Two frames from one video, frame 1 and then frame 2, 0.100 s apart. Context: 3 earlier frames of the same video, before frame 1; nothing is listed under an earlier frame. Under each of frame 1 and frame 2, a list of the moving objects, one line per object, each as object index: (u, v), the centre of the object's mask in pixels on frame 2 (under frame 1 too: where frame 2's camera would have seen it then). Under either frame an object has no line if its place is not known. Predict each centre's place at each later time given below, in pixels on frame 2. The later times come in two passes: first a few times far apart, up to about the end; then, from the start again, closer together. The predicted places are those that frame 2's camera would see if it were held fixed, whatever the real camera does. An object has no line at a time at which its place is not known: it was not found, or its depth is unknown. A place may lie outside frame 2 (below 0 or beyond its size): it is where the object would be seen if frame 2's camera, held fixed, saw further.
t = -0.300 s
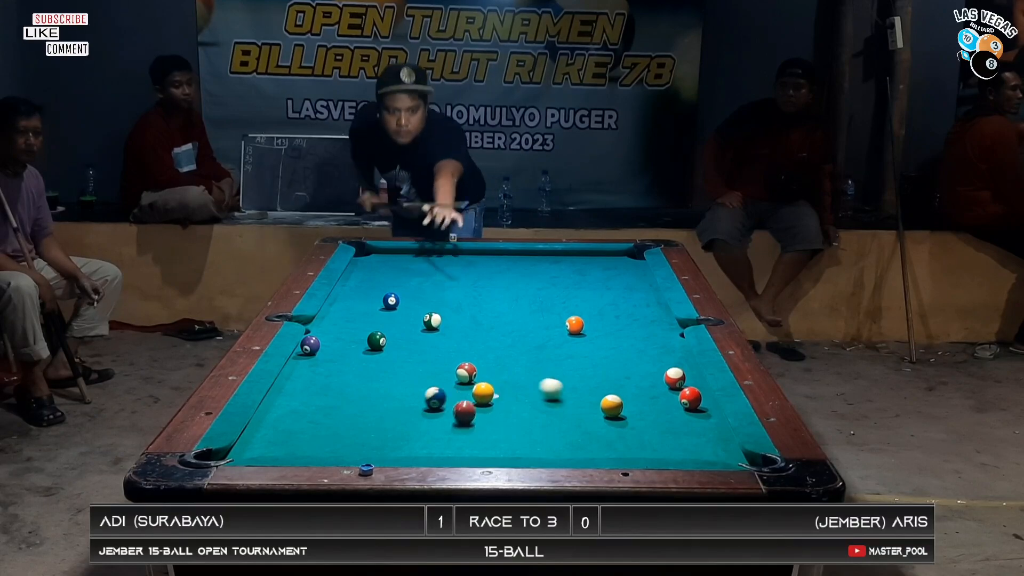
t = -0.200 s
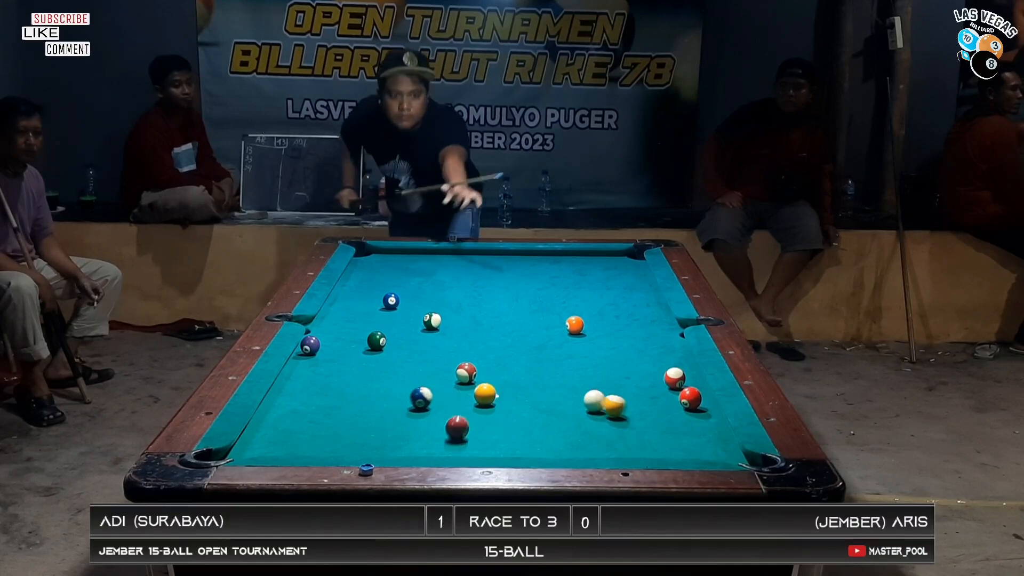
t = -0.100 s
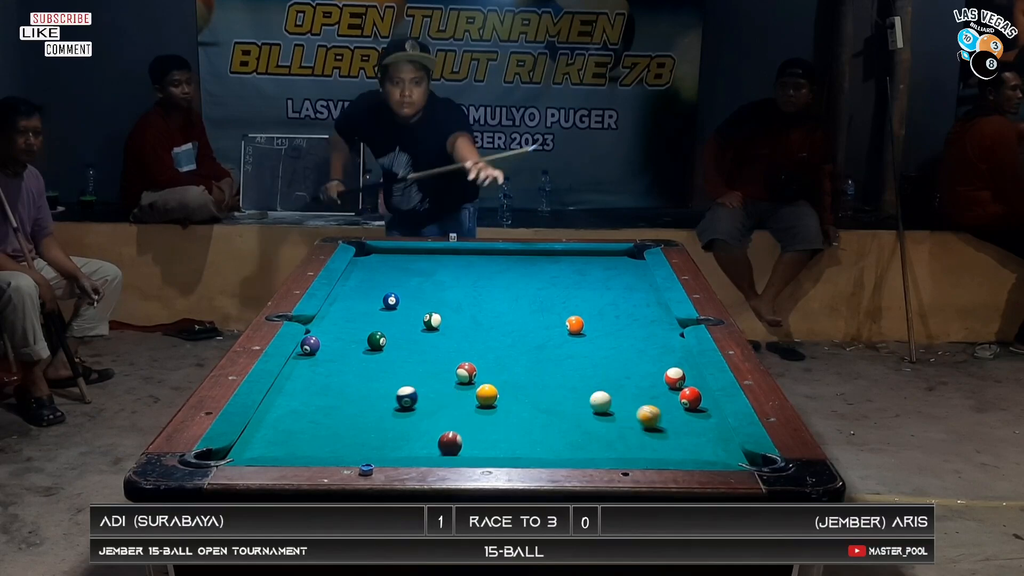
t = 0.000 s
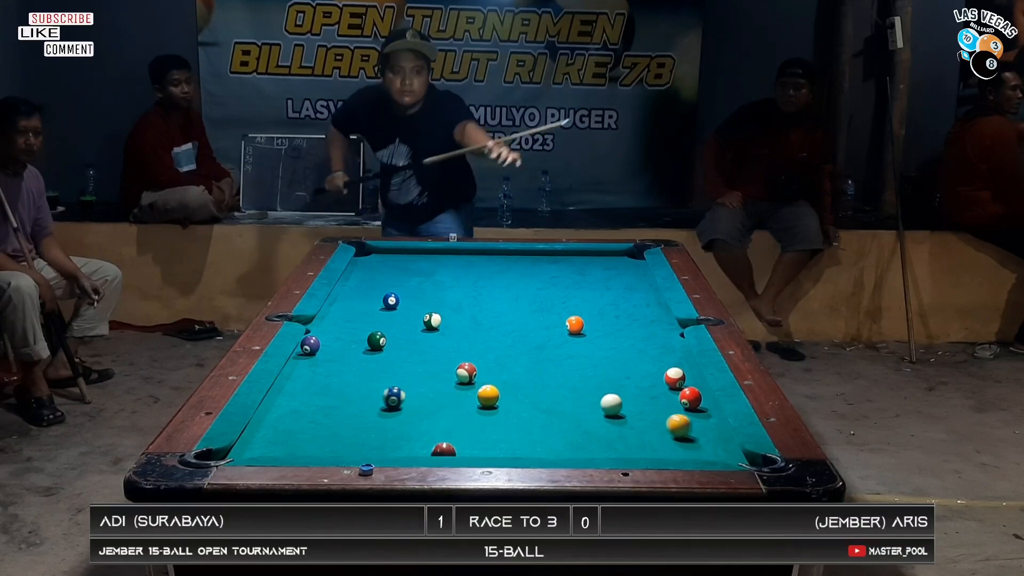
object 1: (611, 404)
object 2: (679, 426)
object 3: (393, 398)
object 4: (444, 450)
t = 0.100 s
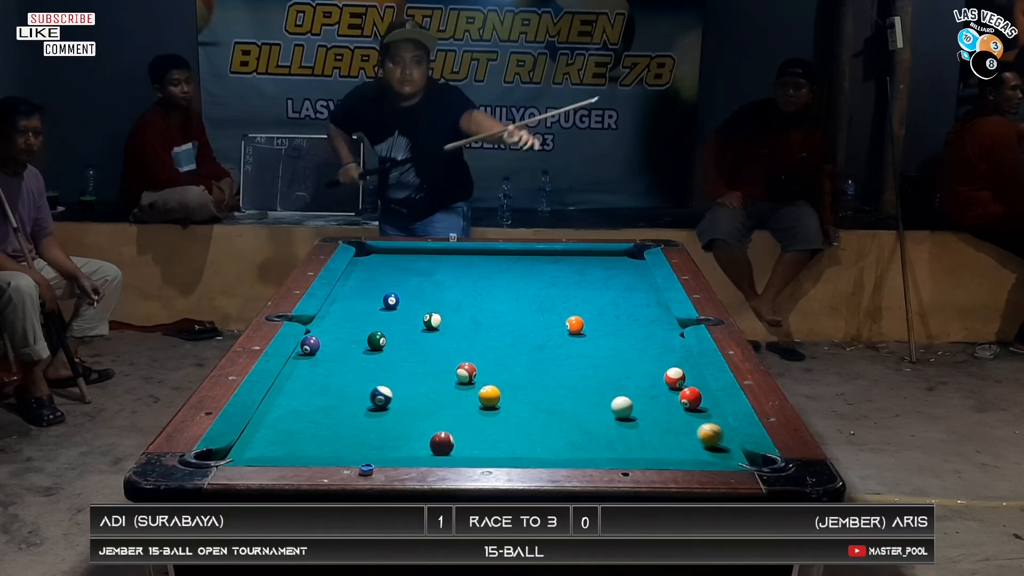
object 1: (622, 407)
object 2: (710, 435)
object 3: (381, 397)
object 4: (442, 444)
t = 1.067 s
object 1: (707, 427)
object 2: (578, 439)
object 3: (287, 397)
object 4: (427, 368)
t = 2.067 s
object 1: (710, 431)
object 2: (472, 420)
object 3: (290, 397)
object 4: (417, 326)
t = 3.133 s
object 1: (710, 431)
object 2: (425, 412)
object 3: (289, 397)
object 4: (387, 309)
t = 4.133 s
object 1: (710, 431)
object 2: (424, 413)
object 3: (289, 397)
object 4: (379, 305)
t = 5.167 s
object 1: (710, 431)
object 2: (425, 413)
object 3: (289, 397)
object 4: (379, 305)
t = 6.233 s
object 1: (710, 431)
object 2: (425, 413)
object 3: (289, 397)
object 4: (379, 305)
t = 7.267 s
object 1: (710, 431)
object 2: (425, 413)
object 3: (289, 397)
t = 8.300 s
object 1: (710, 431)
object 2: (425, 413)
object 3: (289, 397)
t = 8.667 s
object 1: (710, 431)
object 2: (425, 412)
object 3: (289, 397)
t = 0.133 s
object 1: (625, 408)
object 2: (720, 438)
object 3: (377, 397)
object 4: (441, 440)
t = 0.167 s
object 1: (629, 409)
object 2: (720, 441)
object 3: (372, 397)
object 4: (441, 437)
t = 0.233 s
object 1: (635, 410)
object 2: (710, 445)
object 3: (364, 397)
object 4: (439, 430)
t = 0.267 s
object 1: (639, 411)
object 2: (705, 447)
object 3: (361, 397)
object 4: (439, 427)
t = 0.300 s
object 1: (642, 412)
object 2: (700, 448)
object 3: (357, 397)
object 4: (438, 424)
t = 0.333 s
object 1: (645, 413)
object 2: (695, 449)
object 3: (354, 397)
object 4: (438, 421)
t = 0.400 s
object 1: (651, 414)
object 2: (684, 451)
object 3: (346, 397)
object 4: (436, 415)
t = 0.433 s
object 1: (654, 415)
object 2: (679, 452)
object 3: (342, 397)
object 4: (436, 412)
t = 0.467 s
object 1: (658, 416)
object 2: (674, 453)
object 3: (339, 397)
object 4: (435, 409)
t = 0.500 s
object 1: (660, 416)
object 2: (668, 453)
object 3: (335, 396)
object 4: (435, 406)
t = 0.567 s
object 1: (666, 418)
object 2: (656, 452)
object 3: (329, 397)
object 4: (434, 401)
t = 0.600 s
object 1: (669, 419)
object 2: (650, 451)
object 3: (326, 397)
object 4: (433, 398)
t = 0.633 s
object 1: (672, 419)
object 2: (645, 450)
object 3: (323, 397)
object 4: (433, 396)
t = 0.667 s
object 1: (675, 420)
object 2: (639, 449)
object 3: (319, 397)
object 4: (432, 393)
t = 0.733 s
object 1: (680, 421)
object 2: (628, 448)
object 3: (313, 396)
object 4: (431, 389)
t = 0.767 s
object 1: (683, 422)
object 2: (623, 447)
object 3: (310, 396)
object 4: (431, 386)
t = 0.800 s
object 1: (686, 423)
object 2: (617, 447)
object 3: (307, 396)
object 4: (430, 384)
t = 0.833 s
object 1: (689, 423)
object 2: (612, 446)
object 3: (305, 396)
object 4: (430, 382)
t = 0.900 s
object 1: (694, 424)
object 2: (602, 444)
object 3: (299, 396)
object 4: (429, 378)
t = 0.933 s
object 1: (697, 425)
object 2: (597, 444)
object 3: (296, 396)
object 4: (429, 375)
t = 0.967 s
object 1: (699, 425)
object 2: (592, 443)
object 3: (294, 396)
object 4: (428, 373)
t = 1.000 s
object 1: (702, 426)
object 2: (587, 441)
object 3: (292, 397)
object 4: (428, 371)
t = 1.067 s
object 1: (707, 427)
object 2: (578, 439)
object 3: (287, 397)
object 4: (427, 368)
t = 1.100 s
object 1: (709, 427)
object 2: (573, 438)
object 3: (285, 397)
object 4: (426, 366)
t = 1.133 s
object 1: (711, 428)
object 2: (569, 438)
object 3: (283, 397)
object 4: (426, 364)
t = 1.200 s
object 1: (716, 428)
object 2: (560, 436)
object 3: (279, 397)
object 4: (425, 360)
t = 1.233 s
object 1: (718, 429)
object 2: (556, 435)
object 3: (277, 397)
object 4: (425, 359)
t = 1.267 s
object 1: (718, 429)
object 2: (551, 434)
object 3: (276, 397)
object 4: (424, 357)
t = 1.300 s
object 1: (717, 429)
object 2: (547, 433)
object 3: (277, 397)
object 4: (424, 355)
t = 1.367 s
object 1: (715, 430)
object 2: (539, 432)
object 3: (279, 397)
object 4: (423, 352)
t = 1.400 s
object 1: (714, 430)
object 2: (535, 431)
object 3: (280, 397)
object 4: (423, 351)
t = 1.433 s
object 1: (714, 430)
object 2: (531, 430)
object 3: (281, 397)
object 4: (422, 349)
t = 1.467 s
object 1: (713, 430)
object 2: (528, 430)
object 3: (282, 397)
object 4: (422, 348)
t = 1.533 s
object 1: (712, 430)
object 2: (521, 428)
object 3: (284, 397)
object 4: (421, 345)
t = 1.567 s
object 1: (711, 430)
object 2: (517, 428)
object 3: (285, 397)
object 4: (421, 344)
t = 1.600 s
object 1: (711, 431)
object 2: (514, 427)
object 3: (285, 397)
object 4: (421, 342)
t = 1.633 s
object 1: (710, 431)
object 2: (510, 427)
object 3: (286, 397)
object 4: (421, 341)
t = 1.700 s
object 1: (710, 431)
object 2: (504, 425)
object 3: (287, 397)
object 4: (420, 338)
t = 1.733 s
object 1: (710, 431)
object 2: (500, 425)
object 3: (288, 397)
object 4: (420, 337)
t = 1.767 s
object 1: (710, 431)
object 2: (497, 424)
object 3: (288, 397)
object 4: (419, 336)
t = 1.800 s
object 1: (710, 431)
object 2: (495, 424)
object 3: (289, 397)
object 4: (419, 335)
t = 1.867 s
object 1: (710, 431)
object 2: (488, 422)
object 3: (290, 397)
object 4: (418, 332)
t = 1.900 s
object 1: (709, 431)
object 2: (486, 422)
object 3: (290, 397)
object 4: (418, 331)
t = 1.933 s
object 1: (709, 431)
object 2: (483, 422)
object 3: (290, 397)
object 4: (418, 330)
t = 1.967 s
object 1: (709, 431)
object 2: (480, 421)
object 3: (290, 397)
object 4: (418, 329)
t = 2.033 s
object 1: (709, 431)
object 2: (475, 420)
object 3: (290, 397)
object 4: (417, 326)
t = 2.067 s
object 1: (710, 431)
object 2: (472, 420)
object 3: (290, 397)
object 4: (417, 326)
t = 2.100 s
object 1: (710, 431)
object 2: (470, 419)
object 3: (290, 397)
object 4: (417, 325)
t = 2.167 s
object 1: (710, 431)
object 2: (465, 418)
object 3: (290, 397)
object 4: (415, 323)
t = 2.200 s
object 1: (710, 431)
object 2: (463, 418)
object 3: (290, 397)
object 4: (414, 322)
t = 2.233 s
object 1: (710, 431)
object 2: (461, 418)
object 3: (289, 397)
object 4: (412, 321)
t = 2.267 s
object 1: (710, 431)
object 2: (459, 418)
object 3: (289, 397)
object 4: (411, 321)
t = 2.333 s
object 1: (710, 431)
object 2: (455, 416)
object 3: (289, 397)
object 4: (408, 320)
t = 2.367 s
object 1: (710, 431)
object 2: (453, 416)
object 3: (289, 397)
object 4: (407, 319)
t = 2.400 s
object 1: (710, 431)
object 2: (451, 416)
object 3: (289, 397)
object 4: (406, 318)
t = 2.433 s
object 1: (710, 431)
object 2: (449, 415)
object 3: (289, 397)
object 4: (405, 317)
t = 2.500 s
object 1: (710, 431)
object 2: (446, 415)
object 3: (289, 397)
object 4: (403, 316)
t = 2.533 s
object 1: (710, 431)
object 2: (444, 414)
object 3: (289, 397)
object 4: (402, 316)
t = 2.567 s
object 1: (710, 431)
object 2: (442, 415)
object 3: (289, 397)
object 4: (401, 315)
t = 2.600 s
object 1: (710, 431)
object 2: (441, 414)
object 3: (289, 397)
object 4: (400, 315)
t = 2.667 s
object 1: (710, 431)
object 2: (438, 414)
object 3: (289, 397)
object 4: (398, 314)
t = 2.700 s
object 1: (710, 431)
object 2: (436, 414)
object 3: (289, 397)
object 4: (397, 313)
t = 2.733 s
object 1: (710, 431)
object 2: (435, 413)
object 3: (289, 397)
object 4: (396, 313)
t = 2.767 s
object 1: (710, 431)
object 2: (434, 413)
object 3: (289, 397)
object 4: (395, 313)
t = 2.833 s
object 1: (710, 431)
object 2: (432, 413)
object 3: (289, 397)
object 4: (394, 312)
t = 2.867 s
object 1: (710, 431)
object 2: (431, 413)
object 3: (289, 397)
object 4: (393, 311)
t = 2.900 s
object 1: (710, 431)
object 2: (430, 413)
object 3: (289, 397)
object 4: (392, 311)
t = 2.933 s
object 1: (710, 431)
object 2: (429, 413)
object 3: (289, 397)
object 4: (391, 311)
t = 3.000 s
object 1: (710, 431)
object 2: (427, 413)
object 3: (289, 397)
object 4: (389, 310)
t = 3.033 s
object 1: (710, 431)
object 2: (427, 412)
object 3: (289, 397)
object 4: (389, 310)
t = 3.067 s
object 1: (710, 431)
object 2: (426, 412)
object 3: (289, 397)
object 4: (388, 309)
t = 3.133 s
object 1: (710, 431)
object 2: (425, 412)
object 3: (289, 397)
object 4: (387, 309)
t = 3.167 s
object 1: (710, 431)
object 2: (424, 413)
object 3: (289, 397)
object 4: (386, 309)
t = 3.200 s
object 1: (710, 431)
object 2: (424, 413)
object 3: (289, 397)
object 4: (385, 308)
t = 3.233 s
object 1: (710, 431)
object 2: (423, 413)
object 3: (289, 397)
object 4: (385, 308)
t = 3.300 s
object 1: (710, 431)
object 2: (423, 413)
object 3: (289, 397)
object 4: (384, 308)
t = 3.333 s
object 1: (710, 431)
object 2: (423, 413)
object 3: (289, 397)
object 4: (383, 307)
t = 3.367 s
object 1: (710, 431)
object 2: (423, 413)
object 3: (289, 397)
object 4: (383, 307)
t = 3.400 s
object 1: (710, 431)
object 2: (423, 413)
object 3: (289, 397)
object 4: (383, 307)
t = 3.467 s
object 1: (710, 431)
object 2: (423, 413)
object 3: (290, 397)
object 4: (382, 306)
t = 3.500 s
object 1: (710, 431)
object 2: (423, 413)
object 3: (289, 397)
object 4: (381, 306)
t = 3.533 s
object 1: (710, 431)
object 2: (423, 412)
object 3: (289, 397)
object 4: (381, 306)
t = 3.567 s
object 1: (710, 431)
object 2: (423, 413)
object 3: (289, 397)
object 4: (381, 306)
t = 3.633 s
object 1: (710, 431)
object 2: (423, 413)
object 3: (289, 397)
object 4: (381, 305)
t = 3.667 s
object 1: (710, 431)
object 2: (423, 413)
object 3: (289, 397)
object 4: (380, 305)
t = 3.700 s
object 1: (710, 431)
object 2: (423, 413)
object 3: (289, 397)
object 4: (380, 305)
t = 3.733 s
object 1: (710, 431)
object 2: (423, 413)
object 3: (289, 397)
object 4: (380, 306)
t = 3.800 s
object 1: (710, 431)
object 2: (424, 412)
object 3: (289, 397)
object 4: (380, 305)
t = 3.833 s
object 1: (710, 431)
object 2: (424, 413)
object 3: (289, 397)
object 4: (380, 305)
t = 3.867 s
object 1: (710, 431)
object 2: (424, 413)
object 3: (289, 397)
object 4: (380, 305)
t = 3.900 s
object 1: (710, 431)
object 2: (424, 413)
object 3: (289, 397)
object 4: (380, 305)
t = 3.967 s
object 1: (710, 431)
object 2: (424, 413)
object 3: (289, 397)
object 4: (380, 305)
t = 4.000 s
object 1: (710, 431)
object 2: (424, 413)
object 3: (289, 397)
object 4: (380, 305)
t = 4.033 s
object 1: (710, 431)
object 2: (424, 413)
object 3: (289, 397)
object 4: (379, 305)
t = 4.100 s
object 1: (710, 431)
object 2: (424, 413)
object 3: (289, 397)
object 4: (380, 305)
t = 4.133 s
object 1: (710, 431)
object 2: (424, 413)
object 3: (289, 397)
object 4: (379, 305)
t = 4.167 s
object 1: (710, 431)
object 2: (425, 413)
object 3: (289, 397)
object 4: (380, 305)
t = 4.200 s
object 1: (710, 431)
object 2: (425, 413)
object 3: (289, 397)
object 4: (379, 305)
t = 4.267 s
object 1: (710, 431)
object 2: (425, 413)
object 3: (289, 397)
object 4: (380, 305)
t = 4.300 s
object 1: (710, 431)
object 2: (425, 413)
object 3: (289, 397)
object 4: (379, 305)
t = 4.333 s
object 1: (710, 431)
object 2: (425, 413)
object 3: (289, 397)
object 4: (379, 305)
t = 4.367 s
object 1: (710, 431)
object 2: (425, 413)
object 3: (289, 397)
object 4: (379, 305)
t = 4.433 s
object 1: (710, 431)
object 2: (425, 413)
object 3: (289, 397)
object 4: (380, 305)
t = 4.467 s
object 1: (710, 431)
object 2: (425, 413)
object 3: (289, 397)
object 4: (379, 305)
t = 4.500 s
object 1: (710, 431)
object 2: (425, 413)
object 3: (289, 397)
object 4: (379, 305)
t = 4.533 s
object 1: (710, 431)
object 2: (425, 413)
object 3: (289, 397)
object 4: (380, 305)
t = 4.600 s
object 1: (710, 431)
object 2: (425, 413)
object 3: (289, 397)
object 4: (379, 305)
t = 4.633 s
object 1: (710, 431)
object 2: (425, 412)
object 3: (289, 397)
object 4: (379, 305)
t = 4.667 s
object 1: (710, 431)
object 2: (425, 413)
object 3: (289, 397)
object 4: (379, 305)
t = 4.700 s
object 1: (710, 431)
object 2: (425, 412)
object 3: (289, 397)
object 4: (379, 305)
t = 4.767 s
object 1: (710, 431)
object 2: (425, 412)
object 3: (289, 397)
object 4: (379, 305)
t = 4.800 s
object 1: (710, 431)
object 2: (425, 413)
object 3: (289, 397)
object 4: (379, 305)
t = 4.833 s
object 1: (710, 431)
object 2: (425, 412)
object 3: (289, 397)
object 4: (379, 305)
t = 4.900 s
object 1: (710, 431)
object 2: (425, 413)
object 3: (289, 397)
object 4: (379, 305)
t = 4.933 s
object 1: (710, 431)
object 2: (425, 413)
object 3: (289, 397)
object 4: (379, 305)
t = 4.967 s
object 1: (710, 431)
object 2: (425, 413)
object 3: (289, 397)
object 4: (379, 305)
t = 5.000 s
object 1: (710, 431)
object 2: (425, 412)
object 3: (289, 397)
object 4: (379, 305)
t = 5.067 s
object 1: (710, 431)
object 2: (425, 412)
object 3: (289, 397)
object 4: (379, 305)
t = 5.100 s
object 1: (710, 431)
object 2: (425, 413)
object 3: (289, 397)
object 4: (379, 305)
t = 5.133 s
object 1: (710, 431)
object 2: (425, 412)
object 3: (289, 397)
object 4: (379, 305)
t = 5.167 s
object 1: (710, 431)
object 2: (425, 413)
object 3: (289, 397)
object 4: (379, 305)
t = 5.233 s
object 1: (710, 431)
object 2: (425, 413)
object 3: (289, 397)
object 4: (379, 305)
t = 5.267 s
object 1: (710, 431)
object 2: (425, 413)
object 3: (289, 397)
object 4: (379, 305)
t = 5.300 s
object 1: (710, 431)
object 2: (425, 412)
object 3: (289, 397)
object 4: (379, 305)
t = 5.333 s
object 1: (710, 431)
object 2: (425, 412)
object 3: (289, 397)
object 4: (379, 305)
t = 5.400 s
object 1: (710, 431)
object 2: (425, 413)
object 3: (289, 397)
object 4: (379, 305)
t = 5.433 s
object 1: (710, 431)
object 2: (425, 413)
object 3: (289, 397)
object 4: (379, 305)
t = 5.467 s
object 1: (710, 431)
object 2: (425, 412)
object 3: (289, 397)
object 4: (380, 305)
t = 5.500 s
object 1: (710, 431)
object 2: (425, 413)
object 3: (289, 397)
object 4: (379, 305)
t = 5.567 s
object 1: (710, 431)
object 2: (425, 413)
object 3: (289, 397)
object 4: (379, 305)
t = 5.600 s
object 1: (710, 431)
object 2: (425, 412)
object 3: (289, 397)
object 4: (379, 305)
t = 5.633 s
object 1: (710, 431)
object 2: (425, 413)
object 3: (289, 397)
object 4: (379, 305)
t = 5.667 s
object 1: (710, 431)
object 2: (425, 412)
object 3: (289, 397)
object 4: (379, 305)
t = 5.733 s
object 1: (710, 431)
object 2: (425, 412)
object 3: (289, 397)
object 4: (379, 305)
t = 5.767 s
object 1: (710, 431)
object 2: (425, 413)
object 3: (289, 397)
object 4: (379, 305)
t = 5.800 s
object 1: (710, 431)
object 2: (425, 413)
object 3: (289, 397)
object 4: (379, 305)
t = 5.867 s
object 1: (710, 431)
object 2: (425, 412)
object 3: (289, 397)
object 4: (379, 305)
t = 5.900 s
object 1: (710, 431)
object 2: (425, 412)
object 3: (289, 397)
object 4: (379, 305)
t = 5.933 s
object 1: (710, 432)
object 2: (425, 412)
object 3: (289, 397)
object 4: (379, 306)
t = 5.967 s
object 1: (710, 431)
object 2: (425, 413)
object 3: (289, 397)
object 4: (379, 305)
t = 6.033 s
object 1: (710, 431)
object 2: (425, 413)
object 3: (289, 397)
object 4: (379, 305)
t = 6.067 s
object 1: (710, 432)
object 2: (425, 412)
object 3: (289, 397)
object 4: (379, 305)
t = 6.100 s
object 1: (710, 432)
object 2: (425, 412)
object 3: (289, 397)
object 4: (379, 305)
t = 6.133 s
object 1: (710, 431)
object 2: (425, 413)
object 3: (289, 397)
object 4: (379, 305)
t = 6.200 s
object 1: (710, 432)
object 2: (425, 412)
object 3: (289, 397)
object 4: (379, 305)
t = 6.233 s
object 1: (710, 431)
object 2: (425, 413)
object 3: (289, 397)
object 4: (379, 305)
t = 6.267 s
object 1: (710, 432)
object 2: (425, 413)
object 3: (289, 397)
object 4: (379, 305)
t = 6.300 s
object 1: (710, 432)
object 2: (425, 412)
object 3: (289, 397)
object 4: (379, 305)
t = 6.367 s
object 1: (710, 432)
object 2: (425, 413)
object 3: (289, 397)
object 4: (379, 305)
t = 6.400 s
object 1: (710, 432)
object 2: (425, 413)
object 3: (289, 397)
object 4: (379, 305)
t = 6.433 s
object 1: (710, 432)
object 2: (425, 413)
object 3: (289, 397)
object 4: (379, 305)
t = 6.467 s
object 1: (710, 431)
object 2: (425, 412)
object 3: (289, 397)
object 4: (379, 305)
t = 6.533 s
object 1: (710, 432)
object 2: (425, 413)
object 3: (289, 397)
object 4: (379, 305)
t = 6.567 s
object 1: (710, 432)
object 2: (425, 413)
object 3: (289, 397)
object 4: (379, 305)
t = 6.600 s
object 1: (710, 431)
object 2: (425, 413)
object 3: (289, 397)
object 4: (379, 305)
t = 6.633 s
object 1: (710, 432)
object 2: (425, 413)
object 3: (289, 397)
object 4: (379, 305)
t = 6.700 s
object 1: (710, 432)
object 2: (425, 413)
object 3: (289, 397)
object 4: (379, 305)
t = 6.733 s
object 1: (710, 432)
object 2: (425, 413)
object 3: (289, 397)
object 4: (379, 305)
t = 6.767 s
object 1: (710, 432)
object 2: (425, 413)
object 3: (289, 397)
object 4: (379, 305)
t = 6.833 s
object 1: (710, 432)
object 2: (425, 413)
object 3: (289, 397)
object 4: (379, 306)
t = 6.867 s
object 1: (710, 431)
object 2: (425, 413)
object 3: (289, 397)
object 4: (379, 305)
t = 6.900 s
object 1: (710, 432)
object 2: (425, 413)
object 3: (289, 397)
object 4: (379, 305)
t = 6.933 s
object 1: (710, 431)
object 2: (425, 413)
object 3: (289, 397)
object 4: (379, 305)
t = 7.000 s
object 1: (710, 432)
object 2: (425, 413)
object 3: (289, 397)
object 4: (379, 305)
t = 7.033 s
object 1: (710, 431)
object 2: (425, 413)
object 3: (289, 397)
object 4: (379, 306)
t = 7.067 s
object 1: (710, 432)
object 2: (425, 413)
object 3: (289, 397)
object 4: (379, 305)
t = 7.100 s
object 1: (710, 431)
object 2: (425, 413)
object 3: (289, 397)
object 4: (379, 305)
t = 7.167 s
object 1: (710, 431)
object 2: (425, 413)
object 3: (289, 397)
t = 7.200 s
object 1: (710, 431)
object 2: (425, 413)
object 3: (289, 397)
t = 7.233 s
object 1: (710, 432)
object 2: (425, 413)
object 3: (289, 397)
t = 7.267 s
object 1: (710, 431)
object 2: (425, 413)
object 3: (289, 397)
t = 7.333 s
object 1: (710, 431)
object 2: (425, 412)
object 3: (289, 397)
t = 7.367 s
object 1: (710, 431)
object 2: (425, 412)
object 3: (289, 397)
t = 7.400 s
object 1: (710, 431)
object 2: (425, 413)
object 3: (289, 397)
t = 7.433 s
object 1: (710, 431)
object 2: (425, 412)
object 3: (289, 397)
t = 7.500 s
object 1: (710, 431)
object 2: (425, 412)
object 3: (289, 397)
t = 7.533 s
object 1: (709, 431)
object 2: (425, 412)
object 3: (289, 397)
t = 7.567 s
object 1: (710, 431)
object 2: (425, 412)
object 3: (289, 397)
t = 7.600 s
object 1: (710, 431)
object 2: (425, 412)
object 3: (289, 397)
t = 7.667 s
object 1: (710, 431)
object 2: (425, 413)
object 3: (289, 397)
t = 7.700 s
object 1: (710, 431)
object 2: (425, 413)
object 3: (289, 397)
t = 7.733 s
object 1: (710, 431)
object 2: (425, 413)
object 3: (289, 397)
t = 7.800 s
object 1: (710, 431)
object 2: (425, 413)
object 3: (289, 397)
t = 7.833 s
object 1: (710, 431)
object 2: (425, 413)
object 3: (289, 397)
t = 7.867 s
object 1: (710, 431)
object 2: (425, 413)
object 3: (289, 397)
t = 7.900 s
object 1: (710, 431)
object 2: (425, 413)
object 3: (289, 397)
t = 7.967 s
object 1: (710, 431)
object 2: (425, 413)
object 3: (289, 397)
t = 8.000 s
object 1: (710, 431)
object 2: (425, 413)
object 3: (289, 397)
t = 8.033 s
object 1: (710, 431)
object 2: (425, 413)
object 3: (289, 397)
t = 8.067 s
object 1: (710, 431)
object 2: (425, 413)
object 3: (289, 397)
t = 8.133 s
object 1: (710, 431)
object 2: (425, 413)
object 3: (289, 397)
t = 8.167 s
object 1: (710, 431)
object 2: (425, 413)
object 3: (289, 397)
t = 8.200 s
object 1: (710, 431)
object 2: (425, 413)
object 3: (289, 397)
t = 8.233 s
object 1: (710, 431)
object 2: (425, 413)
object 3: (289, 397)
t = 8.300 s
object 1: (710, 431)
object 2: (425, 413)
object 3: (289, 397)
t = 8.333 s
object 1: (710, 431)
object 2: (425, 413)
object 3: (289, 397)
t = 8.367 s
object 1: (710, 431)
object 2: (425, 412)
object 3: (289, 397)
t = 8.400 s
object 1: (710, 431)
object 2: (425, 412)
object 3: (289, 397)
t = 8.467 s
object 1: (710, 431)
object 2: (425, 413)
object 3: (289, 397)
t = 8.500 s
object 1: (710, 431)
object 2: (425, 413)
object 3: (289, 397)
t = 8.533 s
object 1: (710, 431)
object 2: (425, 413)
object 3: (289, 397)
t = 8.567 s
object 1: (710, 431)
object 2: (425, 413)
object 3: (289, 397)
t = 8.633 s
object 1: (710, 431)
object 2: (425, 413)
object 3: (289, 397)
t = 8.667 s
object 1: (710, 431)
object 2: (425, 412)
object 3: (289, 397)
